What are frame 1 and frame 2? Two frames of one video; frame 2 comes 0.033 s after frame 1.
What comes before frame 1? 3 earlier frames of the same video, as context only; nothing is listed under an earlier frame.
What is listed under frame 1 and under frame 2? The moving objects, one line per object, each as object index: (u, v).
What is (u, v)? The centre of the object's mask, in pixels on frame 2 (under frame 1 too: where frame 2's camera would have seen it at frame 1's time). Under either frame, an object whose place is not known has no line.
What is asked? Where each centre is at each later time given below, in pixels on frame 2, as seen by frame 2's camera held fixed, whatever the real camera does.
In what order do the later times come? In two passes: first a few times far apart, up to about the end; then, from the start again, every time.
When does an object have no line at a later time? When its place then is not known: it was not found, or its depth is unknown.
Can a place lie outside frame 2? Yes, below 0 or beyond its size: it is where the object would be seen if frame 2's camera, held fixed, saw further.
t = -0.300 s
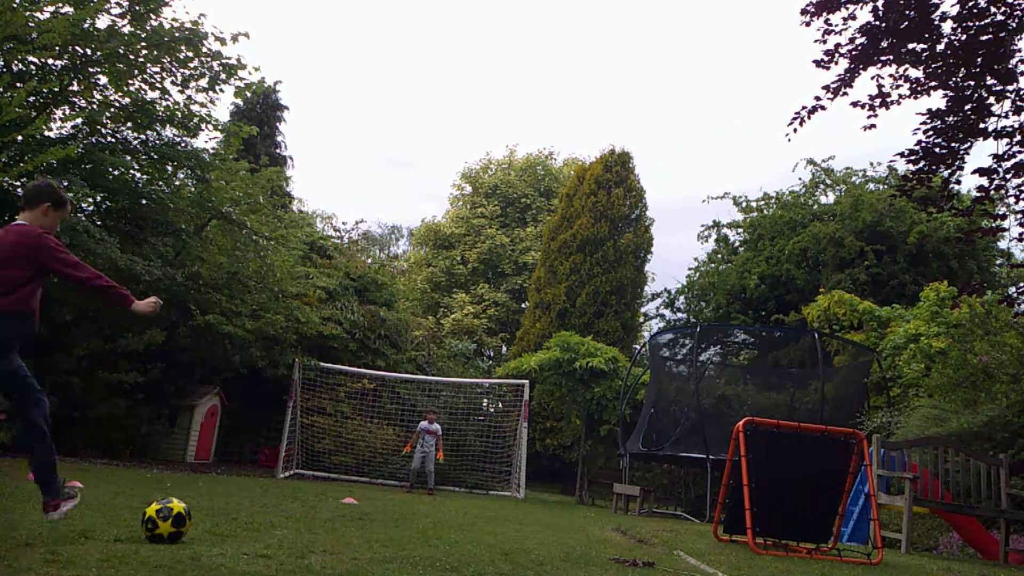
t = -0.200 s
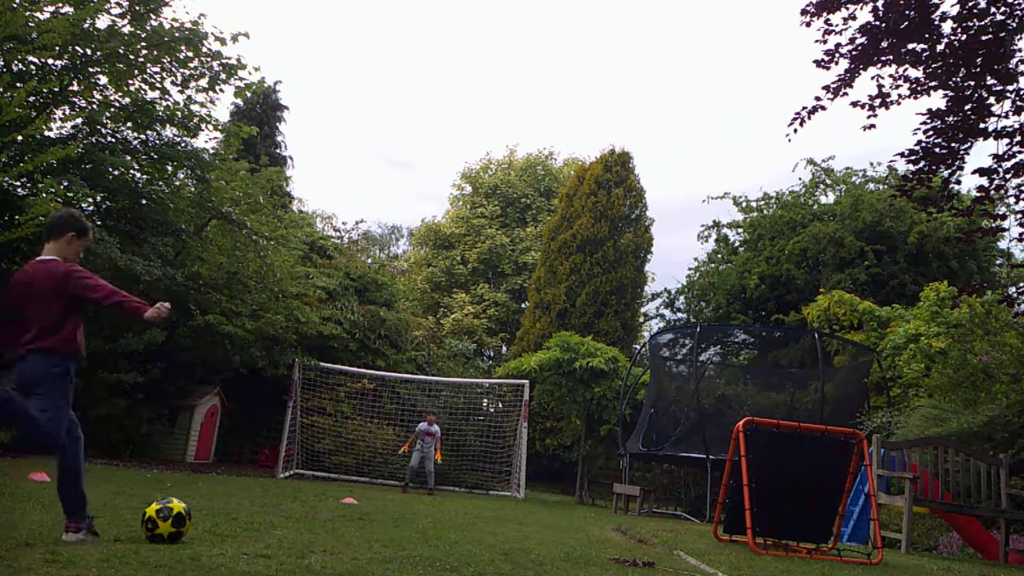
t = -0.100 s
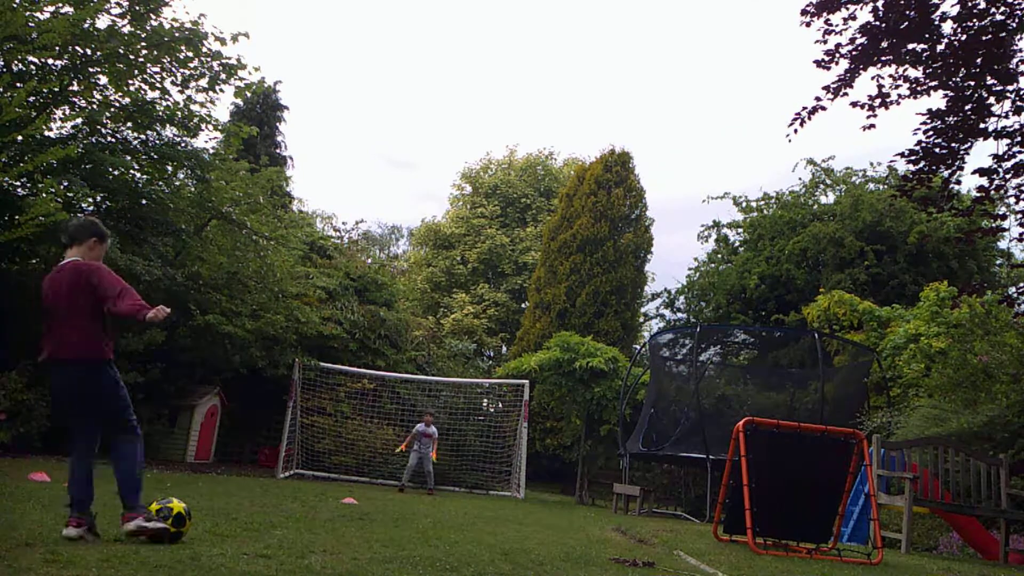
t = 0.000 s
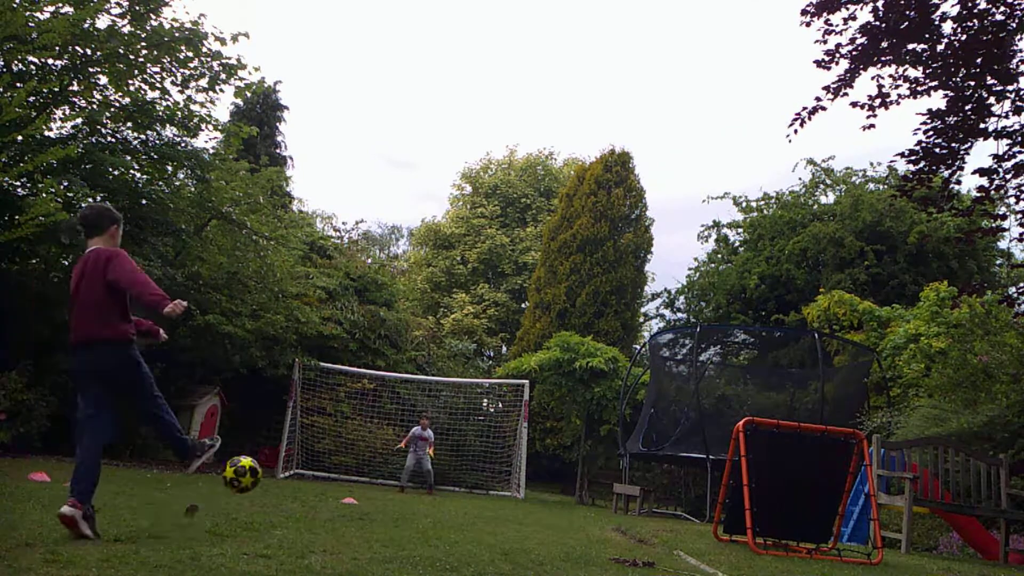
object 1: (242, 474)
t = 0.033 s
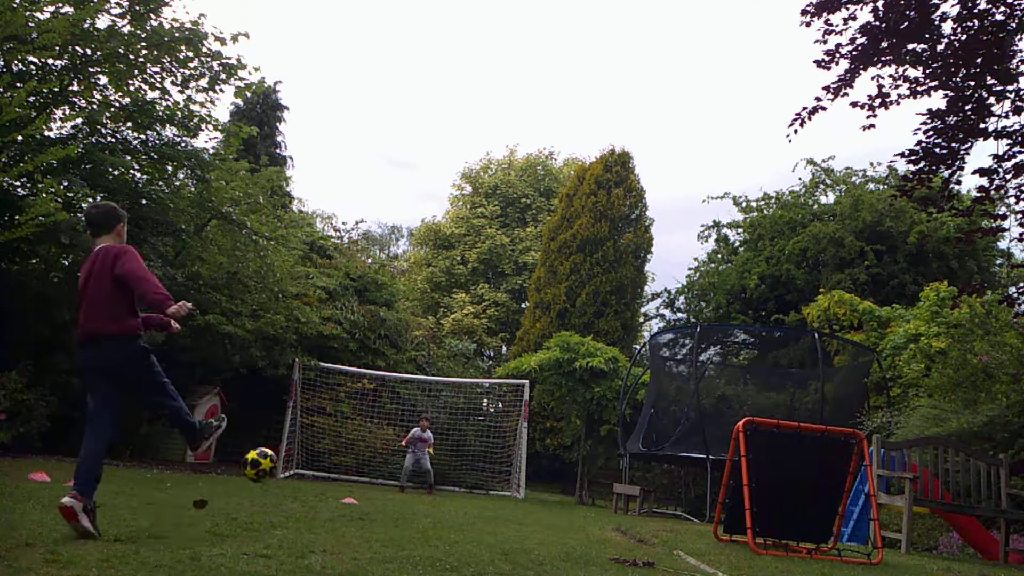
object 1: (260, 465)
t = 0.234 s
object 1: (324, 453)
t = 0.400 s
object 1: (346, 478)
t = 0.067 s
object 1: (275, 458)
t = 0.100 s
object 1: (288, 454)
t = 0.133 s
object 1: (299, 452)
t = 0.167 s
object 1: (310, 450)
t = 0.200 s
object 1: (318, 451)
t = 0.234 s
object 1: (324, 453)
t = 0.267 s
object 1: (331, 456)
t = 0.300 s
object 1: (335, 460)
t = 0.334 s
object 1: (340, 466)
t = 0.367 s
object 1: (343, 471)
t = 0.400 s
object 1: (346, 478)
